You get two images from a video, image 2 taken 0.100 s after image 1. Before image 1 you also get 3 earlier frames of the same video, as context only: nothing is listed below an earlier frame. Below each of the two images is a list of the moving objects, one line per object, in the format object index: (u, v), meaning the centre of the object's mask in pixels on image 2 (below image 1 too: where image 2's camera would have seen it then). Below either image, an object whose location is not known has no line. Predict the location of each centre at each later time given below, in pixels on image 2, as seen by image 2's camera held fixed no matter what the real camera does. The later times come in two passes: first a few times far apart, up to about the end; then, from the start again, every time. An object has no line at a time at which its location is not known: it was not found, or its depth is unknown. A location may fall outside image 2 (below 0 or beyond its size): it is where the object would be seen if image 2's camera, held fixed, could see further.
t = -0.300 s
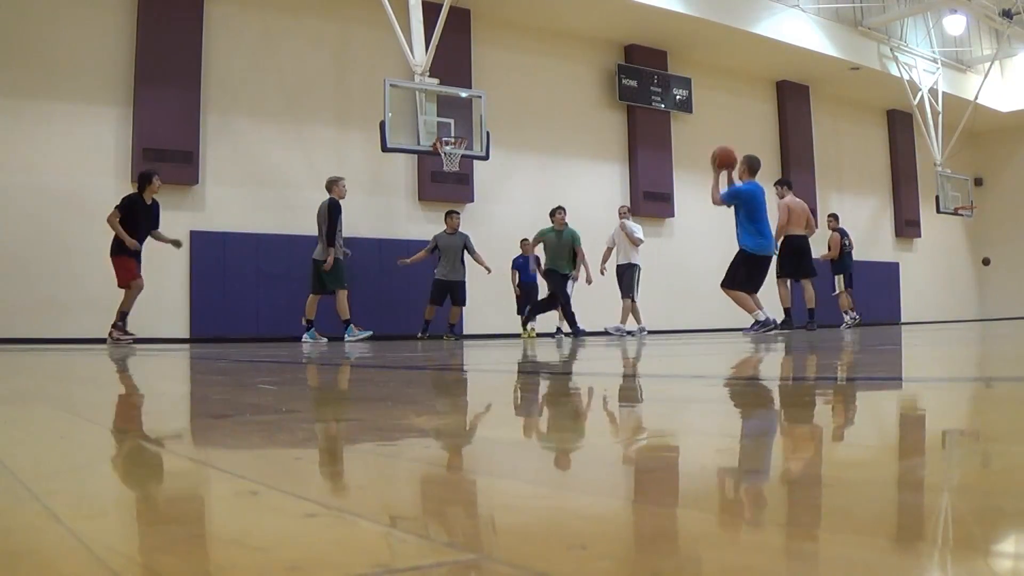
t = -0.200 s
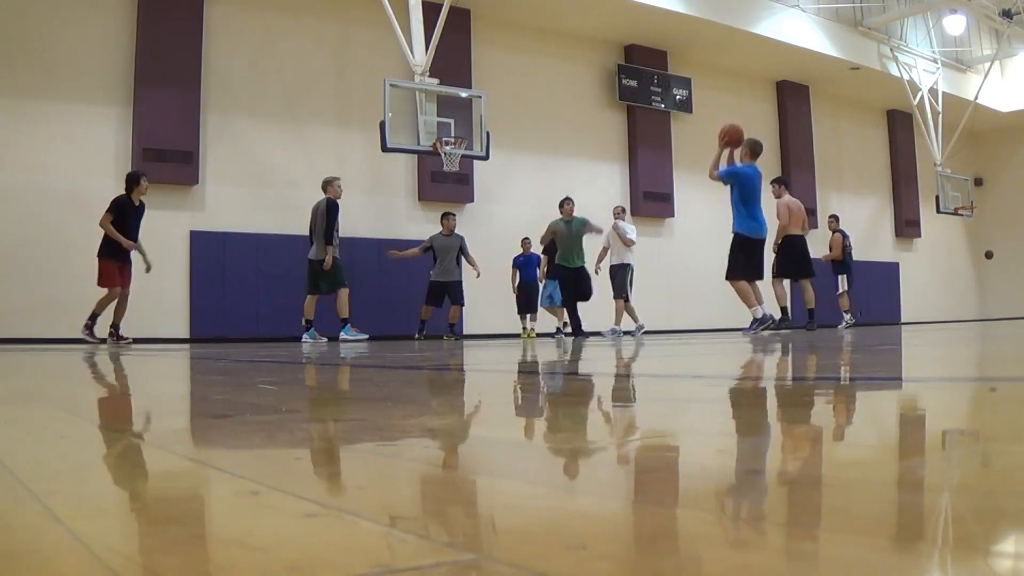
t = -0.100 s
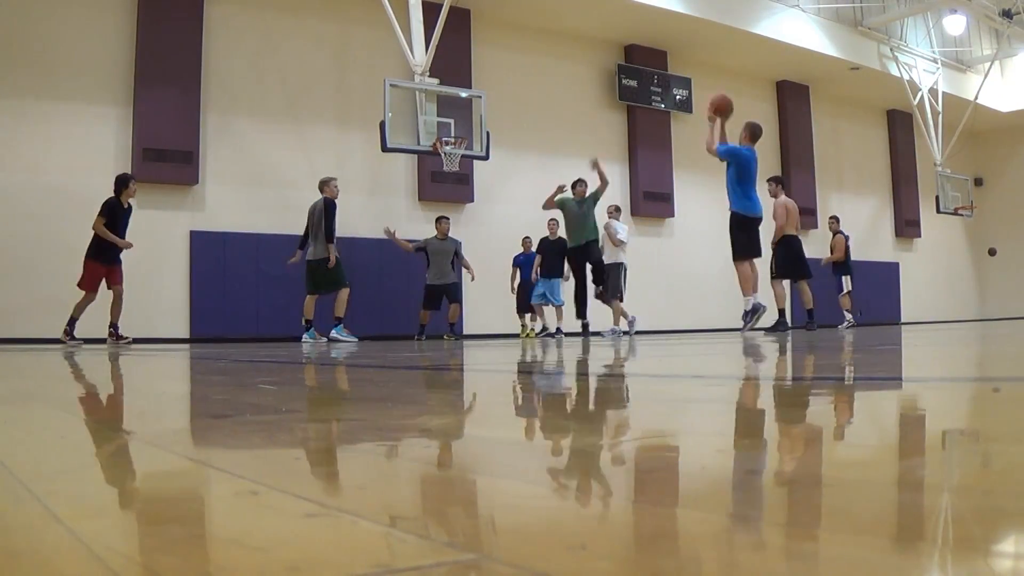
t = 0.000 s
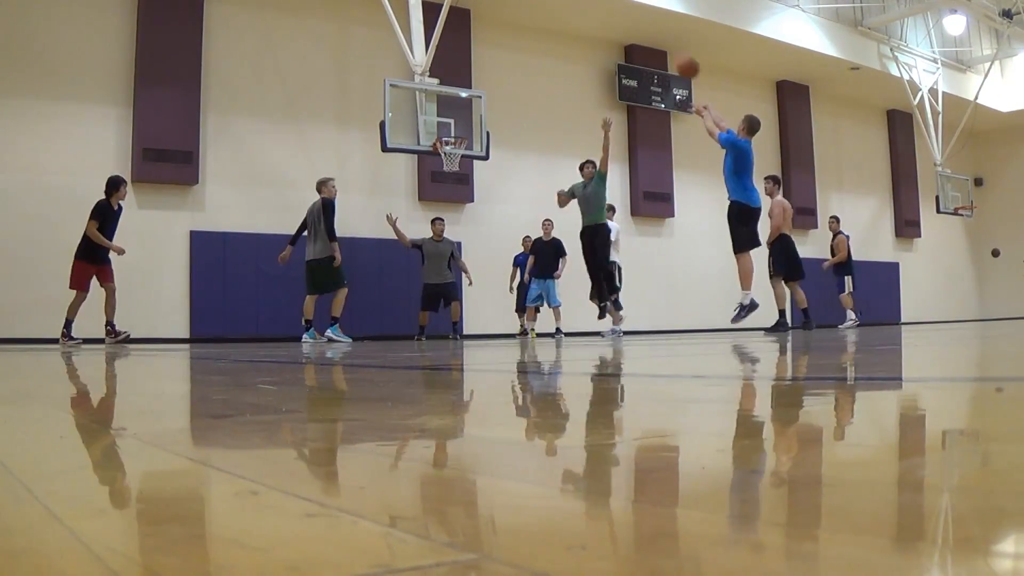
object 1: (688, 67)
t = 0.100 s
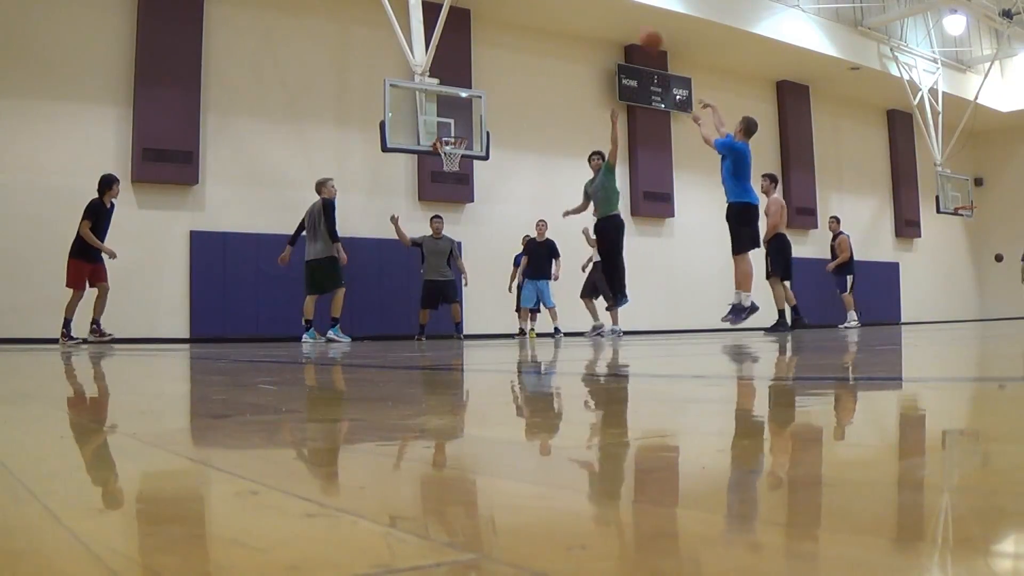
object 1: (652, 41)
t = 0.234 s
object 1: (609, 21)
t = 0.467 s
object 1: (547, 22)
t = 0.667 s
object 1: (506, 52)
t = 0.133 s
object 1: (640, 34)
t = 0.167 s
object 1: (629, 29)
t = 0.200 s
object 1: (619, 25)
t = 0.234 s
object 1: (609, 21)
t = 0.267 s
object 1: (599, 19)
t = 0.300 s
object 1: (590, 17)
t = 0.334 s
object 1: (581, 16)
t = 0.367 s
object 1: (572, 17)
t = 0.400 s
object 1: (564, 18)
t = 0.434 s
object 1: (556, 20)
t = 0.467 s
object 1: (547, 22)
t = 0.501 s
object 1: (540, 25)
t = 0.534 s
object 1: (533, 30)
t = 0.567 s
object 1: (526, 35)
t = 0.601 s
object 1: (519, 40)
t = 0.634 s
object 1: (512, 45)
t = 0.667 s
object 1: (506, 52)
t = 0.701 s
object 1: (499, 59)
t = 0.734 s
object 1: (493, 66)
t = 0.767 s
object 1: (487, 75)
